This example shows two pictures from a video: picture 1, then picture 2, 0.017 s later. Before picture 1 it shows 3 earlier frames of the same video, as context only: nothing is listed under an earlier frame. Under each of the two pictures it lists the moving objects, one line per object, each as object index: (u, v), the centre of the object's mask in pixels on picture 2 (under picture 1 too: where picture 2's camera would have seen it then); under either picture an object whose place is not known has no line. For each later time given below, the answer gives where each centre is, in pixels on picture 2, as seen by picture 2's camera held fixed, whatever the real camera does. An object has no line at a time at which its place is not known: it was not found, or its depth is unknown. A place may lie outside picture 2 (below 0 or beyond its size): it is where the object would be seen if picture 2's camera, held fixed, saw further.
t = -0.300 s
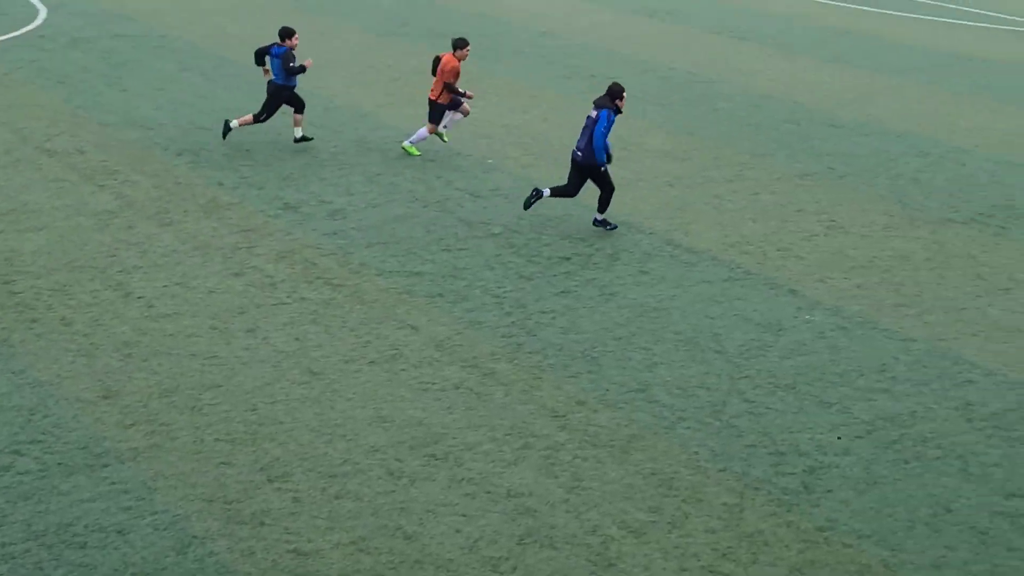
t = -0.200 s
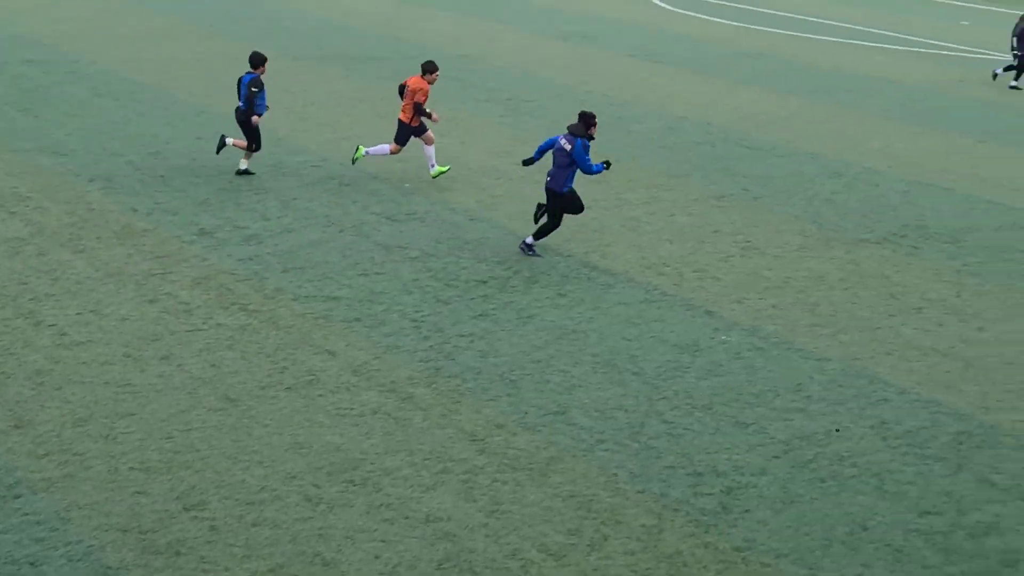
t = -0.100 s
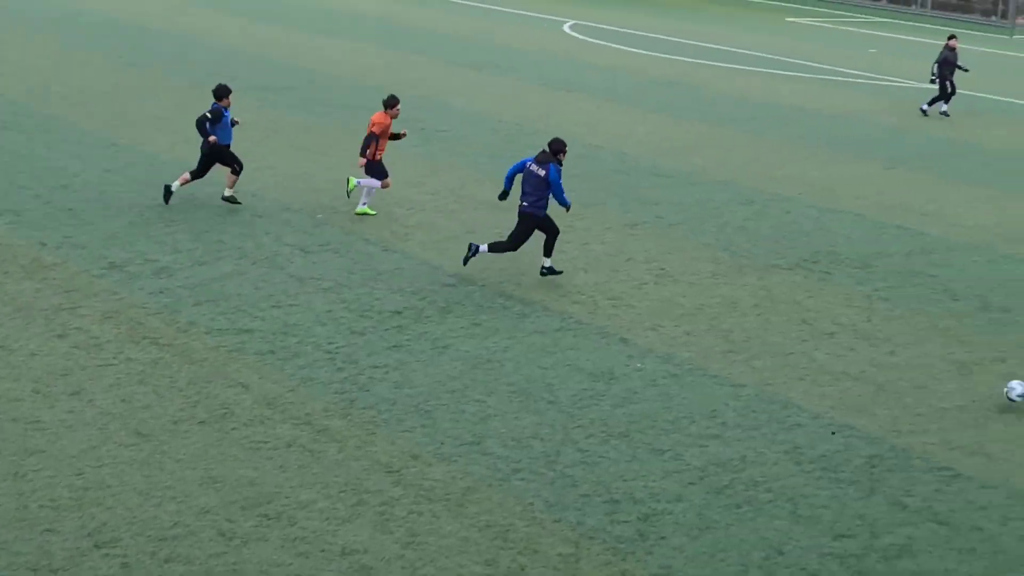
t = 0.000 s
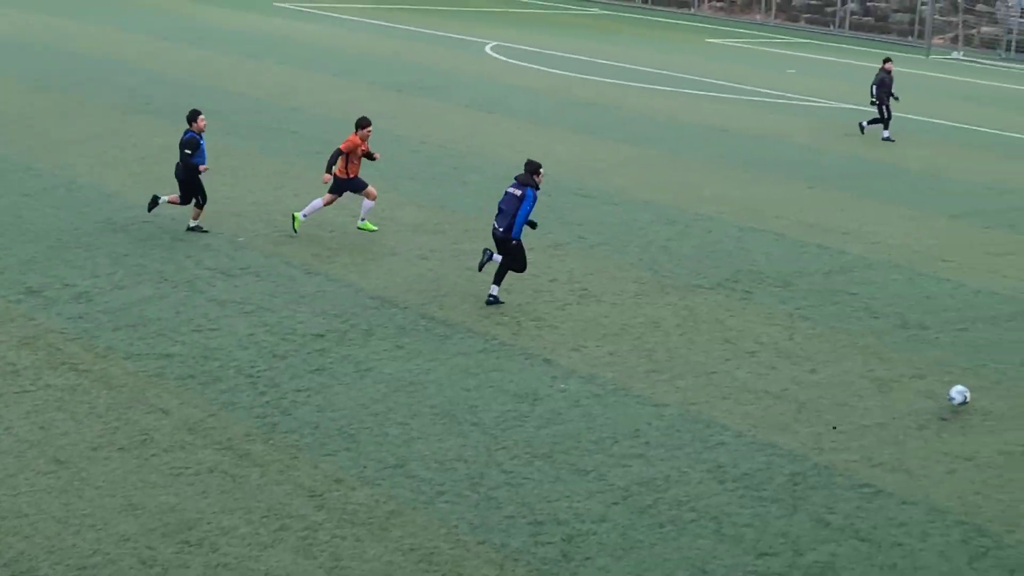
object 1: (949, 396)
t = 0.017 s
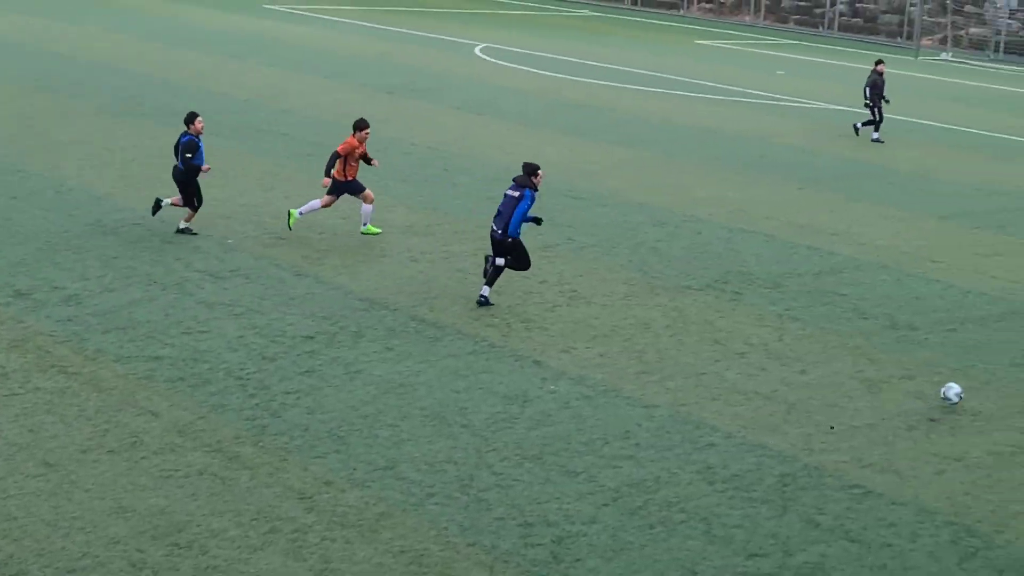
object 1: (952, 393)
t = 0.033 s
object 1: (955, 390)
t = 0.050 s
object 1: (958, 388)
